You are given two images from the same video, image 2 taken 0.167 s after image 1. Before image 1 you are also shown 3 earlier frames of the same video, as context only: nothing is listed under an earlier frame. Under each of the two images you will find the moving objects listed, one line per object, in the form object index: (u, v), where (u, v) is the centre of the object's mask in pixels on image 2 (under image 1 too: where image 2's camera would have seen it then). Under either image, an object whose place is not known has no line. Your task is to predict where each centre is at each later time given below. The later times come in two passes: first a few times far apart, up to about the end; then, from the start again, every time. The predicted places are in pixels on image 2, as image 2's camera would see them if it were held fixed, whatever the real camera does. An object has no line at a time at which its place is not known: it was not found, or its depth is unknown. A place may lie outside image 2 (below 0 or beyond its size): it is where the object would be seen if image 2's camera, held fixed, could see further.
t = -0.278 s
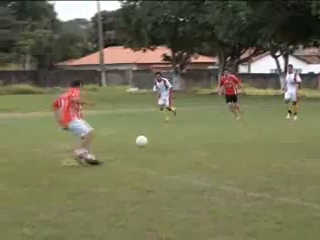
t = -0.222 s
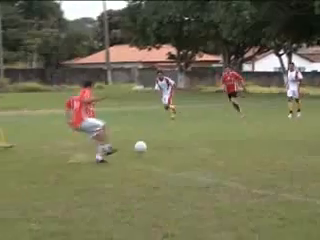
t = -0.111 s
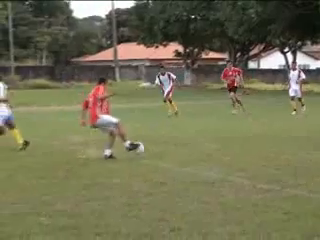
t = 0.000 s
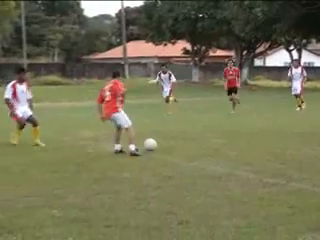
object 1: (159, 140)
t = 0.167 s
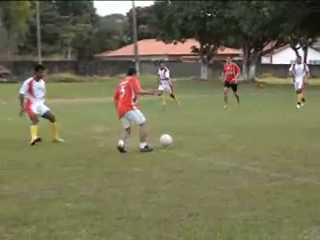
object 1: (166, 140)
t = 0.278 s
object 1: (169, 141)
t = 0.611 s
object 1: (179, 140)
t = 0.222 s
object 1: (167, 139)
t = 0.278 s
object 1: (169, 141)
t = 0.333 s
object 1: (172, 140)
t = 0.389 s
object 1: (172, 140)
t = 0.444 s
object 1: (174, 140)
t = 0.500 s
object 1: (176, 140)
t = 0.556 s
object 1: (177, 140)
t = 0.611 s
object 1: (179, 140)
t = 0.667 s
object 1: (181, 141)
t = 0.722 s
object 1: (182, 141)
